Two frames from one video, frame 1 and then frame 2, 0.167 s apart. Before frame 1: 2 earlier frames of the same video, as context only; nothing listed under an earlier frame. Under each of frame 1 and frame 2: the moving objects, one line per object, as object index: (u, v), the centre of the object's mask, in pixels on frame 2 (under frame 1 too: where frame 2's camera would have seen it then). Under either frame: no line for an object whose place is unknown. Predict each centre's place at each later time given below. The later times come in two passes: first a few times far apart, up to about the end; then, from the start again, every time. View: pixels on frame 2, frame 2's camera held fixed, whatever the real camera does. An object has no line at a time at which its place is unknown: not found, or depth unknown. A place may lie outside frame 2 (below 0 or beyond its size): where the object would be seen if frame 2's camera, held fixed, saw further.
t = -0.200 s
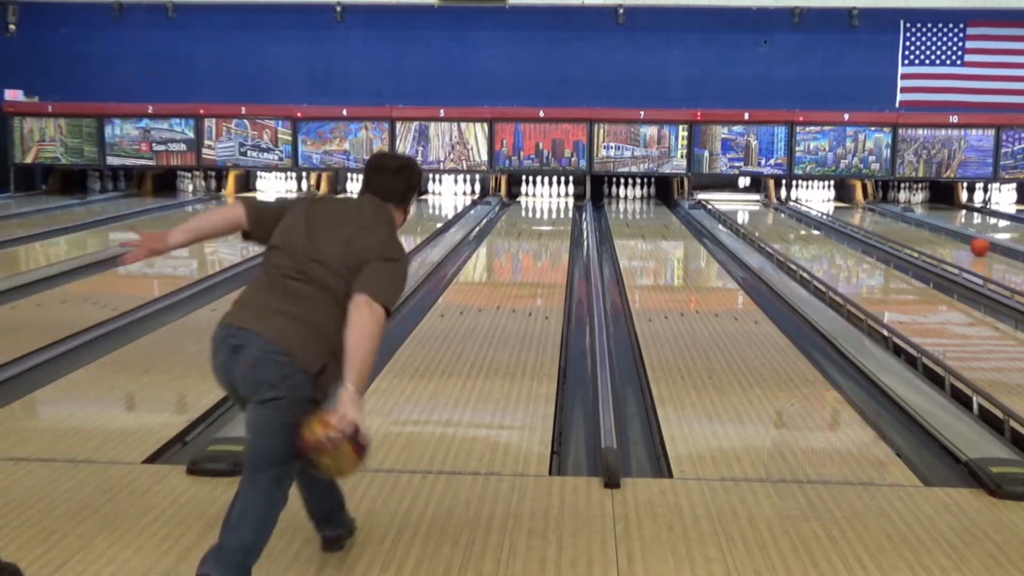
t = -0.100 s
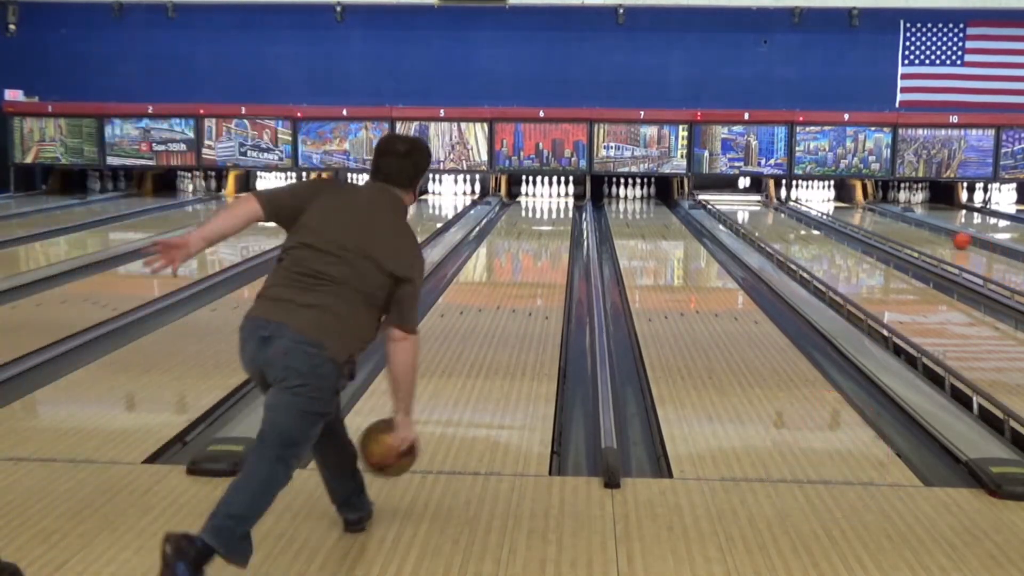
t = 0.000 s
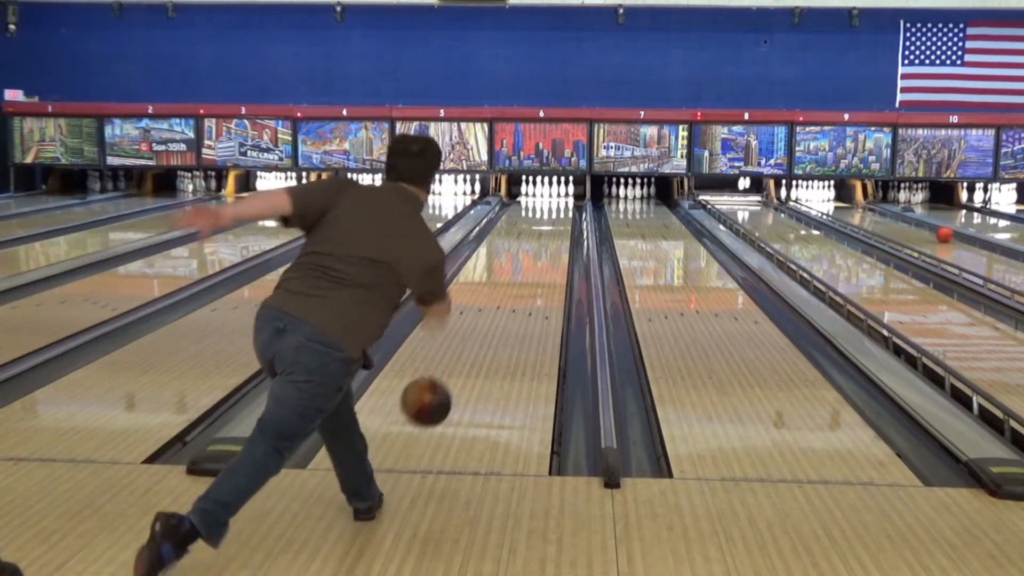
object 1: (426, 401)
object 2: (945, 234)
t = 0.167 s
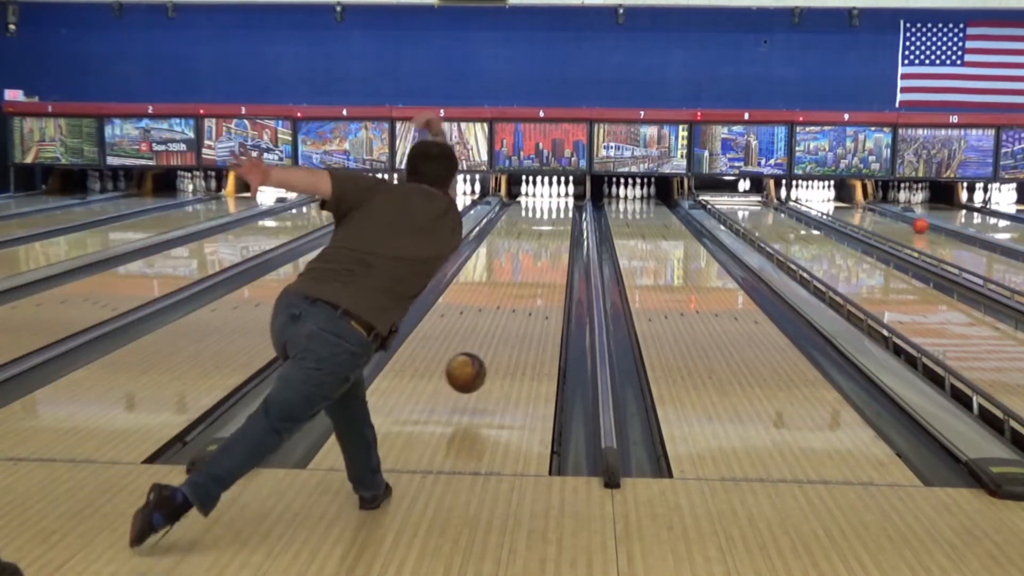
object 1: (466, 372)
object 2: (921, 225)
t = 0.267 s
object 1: (483, 361)
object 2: (907, 221)
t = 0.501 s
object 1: (511, 314)
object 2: (880, 212)
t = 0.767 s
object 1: (533, 280)
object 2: (853, 203)
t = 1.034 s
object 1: (547, 254)
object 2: (829, 197)
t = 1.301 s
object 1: (556, 236)
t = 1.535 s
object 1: (561, 224)
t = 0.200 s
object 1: (472, 374)
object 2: (916, 224)
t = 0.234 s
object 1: (477, 370)
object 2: (911, 222)
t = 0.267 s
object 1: (483, 361)
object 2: (907, 221)
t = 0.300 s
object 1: (488, 353)
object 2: (903, 220)
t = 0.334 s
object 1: (492, 346)
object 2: (899, 218)
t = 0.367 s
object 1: (497, 339)
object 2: (895, 217)
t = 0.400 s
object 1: (501, 332)
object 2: (891, 215)
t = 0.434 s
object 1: (504, 325)
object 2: (887, 214)
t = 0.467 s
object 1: (508, 320)
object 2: (883, 213)
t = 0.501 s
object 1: (511, 314)
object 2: (880, 212)
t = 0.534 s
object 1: (515, 310)
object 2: (877, 211)
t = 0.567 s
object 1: (518, 305)
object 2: (873, 210)
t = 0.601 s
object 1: (521, 300)
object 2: (869, 209)
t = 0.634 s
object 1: (523, 295)
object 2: (865, 207)
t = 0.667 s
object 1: (530, 295)
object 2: (862, 207)
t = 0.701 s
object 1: (529, 286)
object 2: (859, 205)
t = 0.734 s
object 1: (531, 283)
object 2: (855, 204)
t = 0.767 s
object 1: (533, 280)
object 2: (853, 203)
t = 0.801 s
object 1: (535, 276)
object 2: (848, 203)
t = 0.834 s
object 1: (537, 273)
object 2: (846, 202)
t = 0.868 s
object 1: (539, 269)
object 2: (843, 201)
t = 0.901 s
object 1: (541, 266)
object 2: (841, 201)
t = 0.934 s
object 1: (542, 263)
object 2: (837, 199)
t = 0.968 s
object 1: (544, 260)
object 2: (834, 198)
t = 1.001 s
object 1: (546, 257)
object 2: (832, 198)
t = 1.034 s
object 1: (547, 254)
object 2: (829, 197)
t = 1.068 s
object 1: (548, 252)
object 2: (826, 197)
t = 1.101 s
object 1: (550, 249)
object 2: (825, 196)
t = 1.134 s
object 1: (551, 247)
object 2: (825, 196)
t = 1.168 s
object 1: (552, 246)
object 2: (825, 195)
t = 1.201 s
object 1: (554, 243)
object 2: (824, 195)
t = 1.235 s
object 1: (554, 240)
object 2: (824, 194)
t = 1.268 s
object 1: (555, 238)
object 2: (824, 194)
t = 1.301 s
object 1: (556, 236)
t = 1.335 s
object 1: (557, 234)
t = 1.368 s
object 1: (558, 233)
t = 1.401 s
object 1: (559, 231)
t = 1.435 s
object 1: (559, 229)
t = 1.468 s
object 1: (560, 227)
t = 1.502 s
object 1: (560, 226)
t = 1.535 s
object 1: (561, 224)
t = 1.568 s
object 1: (561, 223)
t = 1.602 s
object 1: (562, 222)
